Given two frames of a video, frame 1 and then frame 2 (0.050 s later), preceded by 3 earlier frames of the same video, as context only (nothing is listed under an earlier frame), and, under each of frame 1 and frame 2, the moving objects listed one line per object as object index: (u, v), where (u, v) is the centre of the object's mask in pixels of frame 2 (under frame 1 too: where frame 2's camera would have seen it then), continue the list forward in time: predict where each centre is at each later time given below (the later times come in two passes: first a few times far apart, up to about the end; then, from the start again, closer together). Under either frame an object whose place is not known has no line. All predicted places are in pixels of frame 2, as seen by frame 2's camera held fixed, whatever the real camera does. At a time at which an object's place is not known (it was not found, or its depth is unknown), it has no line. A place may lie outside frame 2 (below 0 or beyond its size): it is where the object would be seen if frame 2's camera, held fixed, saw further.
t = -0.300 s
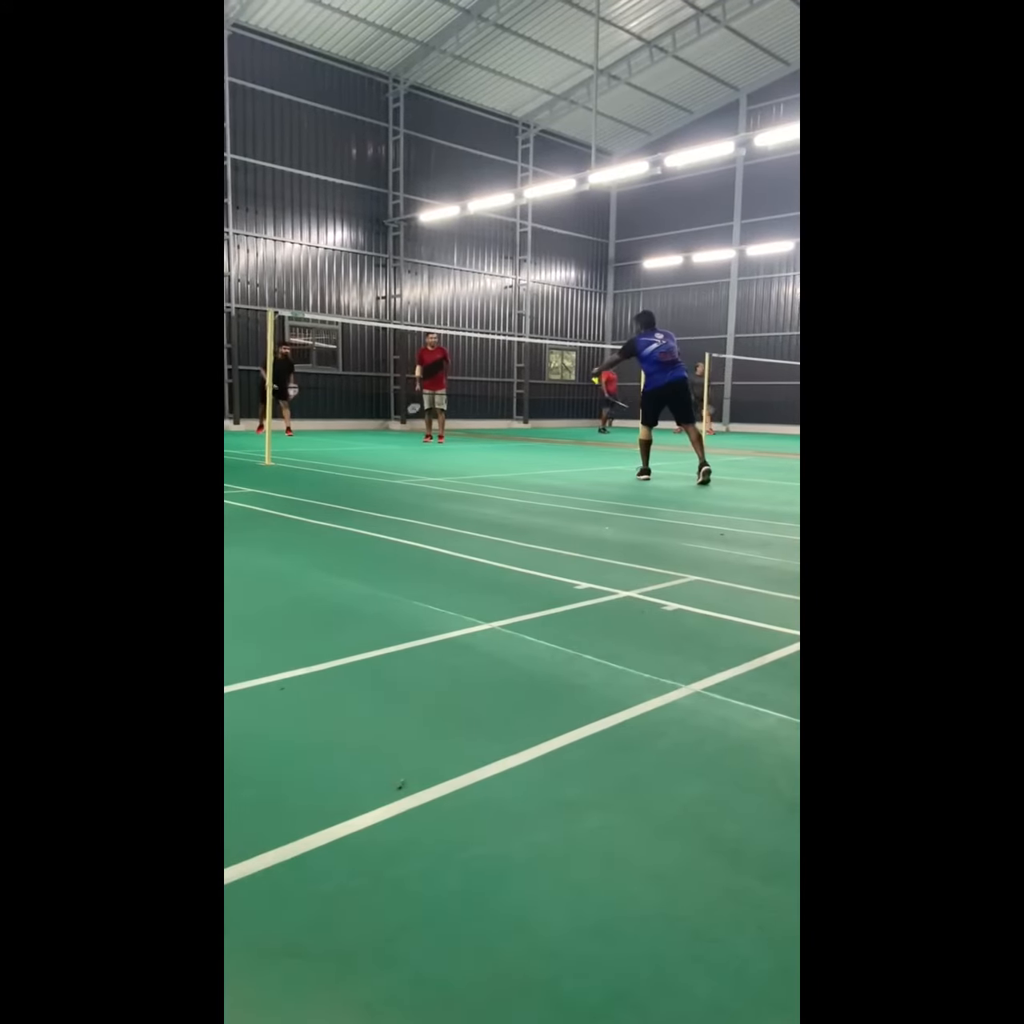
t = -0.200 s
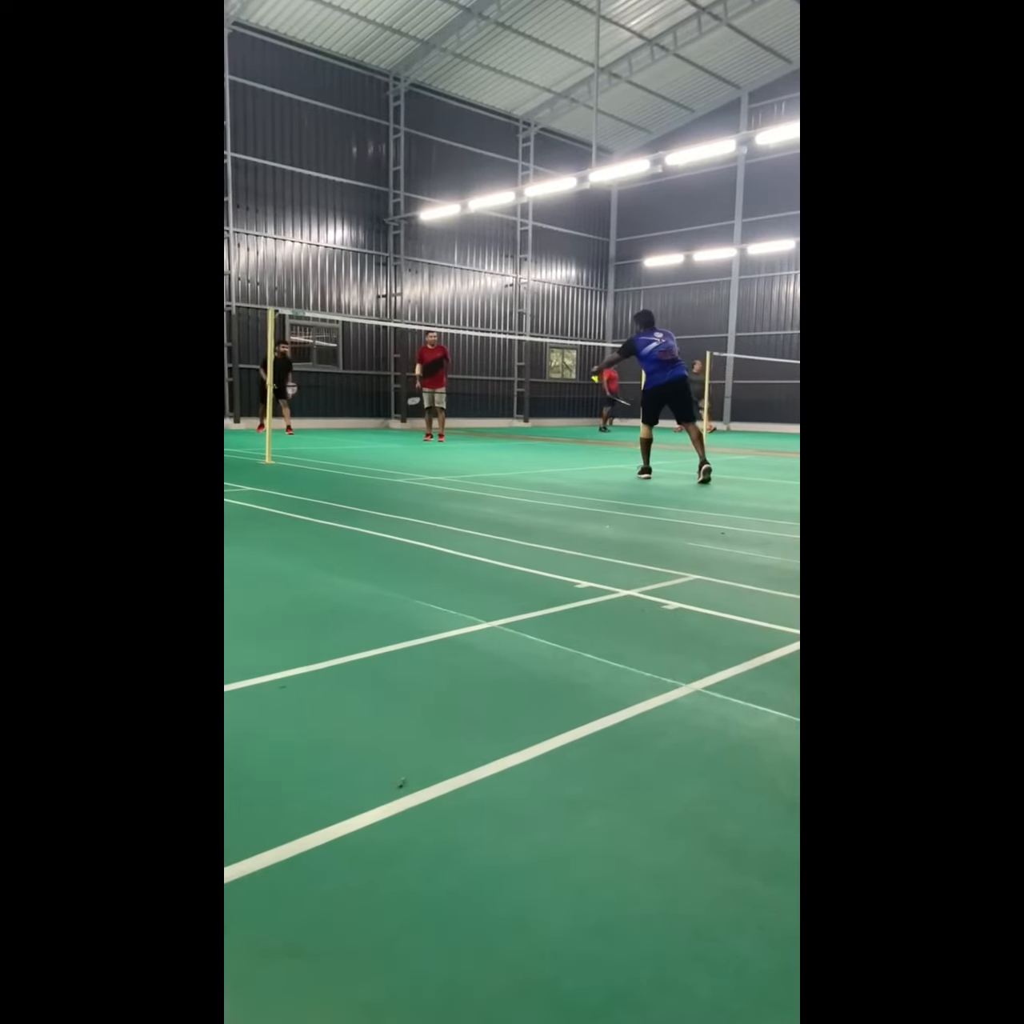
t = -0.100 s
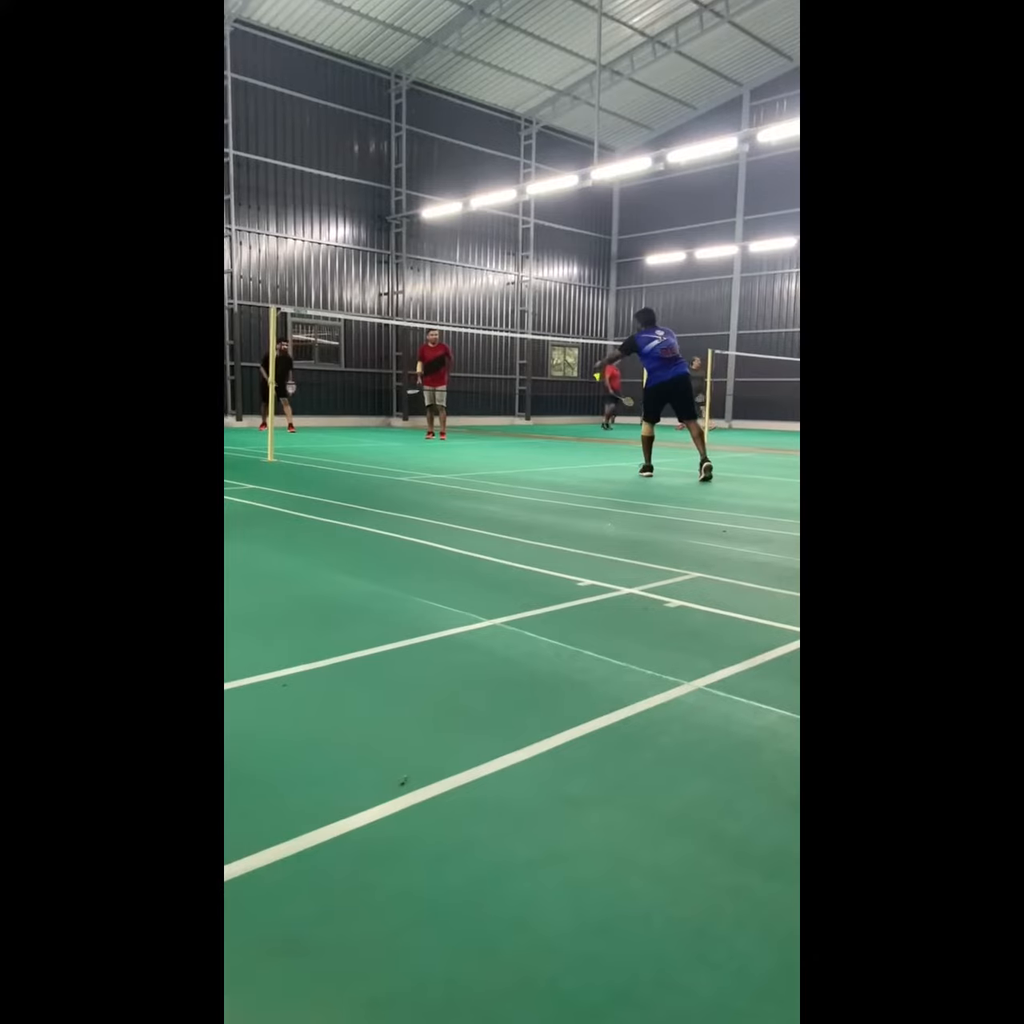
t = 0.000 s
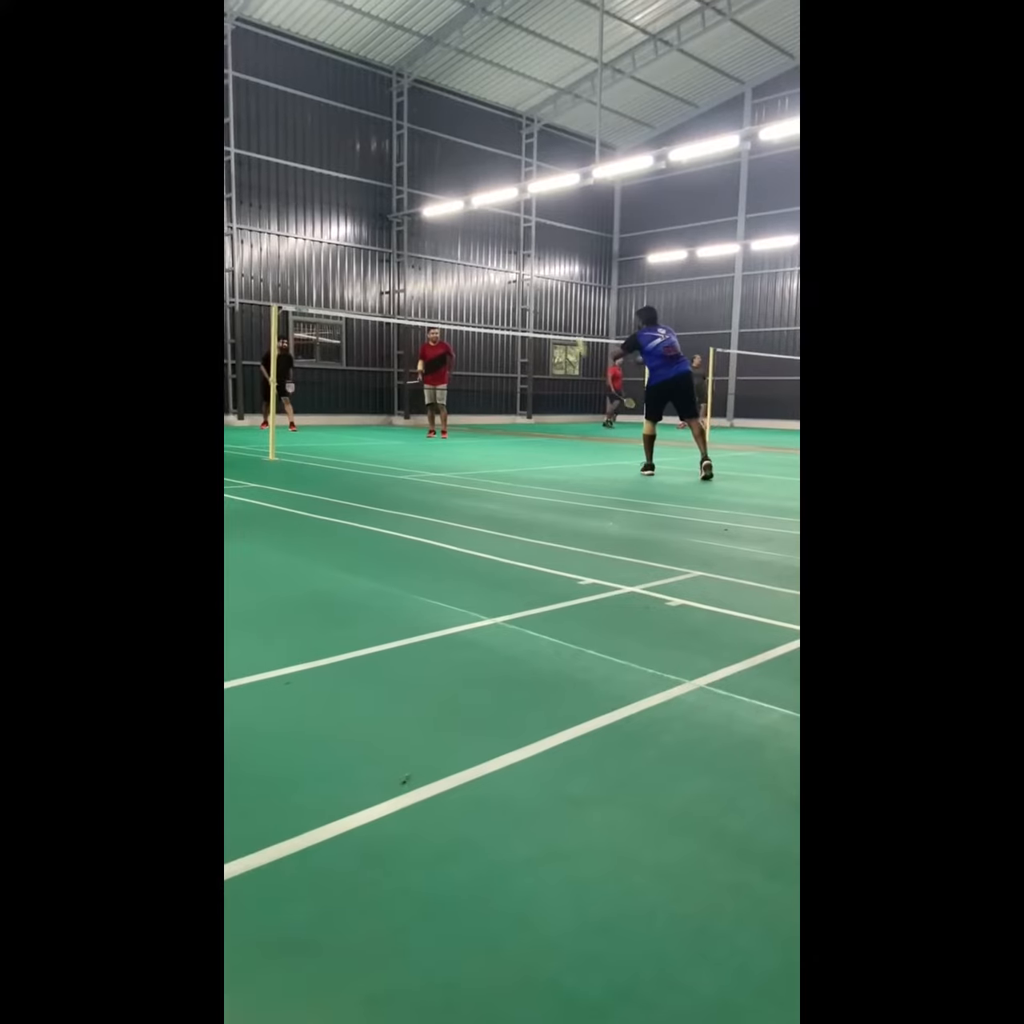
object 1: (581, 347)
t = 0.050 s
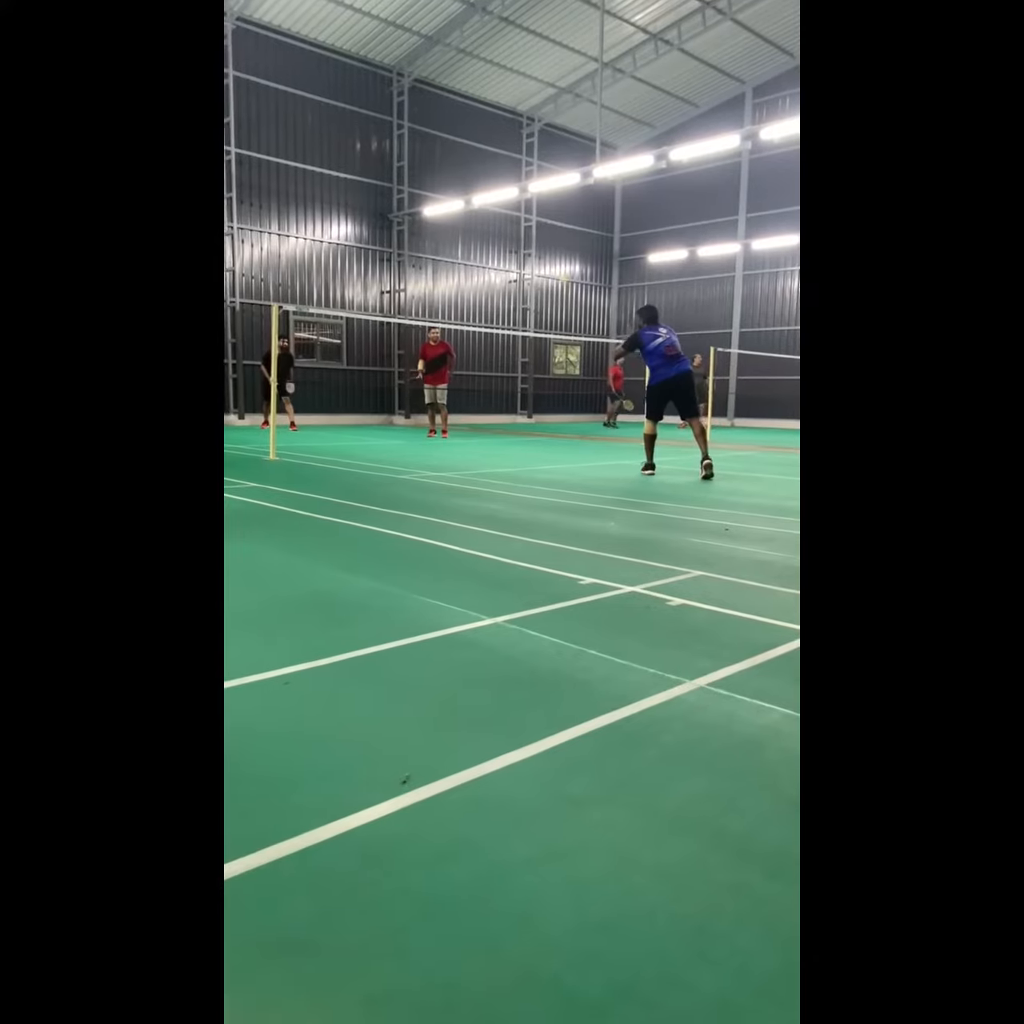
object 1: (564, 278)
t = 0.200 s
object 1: (503, 162)
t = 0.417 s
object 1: (455, 90)
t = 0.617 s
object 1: (427, 75)
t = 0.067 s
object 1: (552, 258)
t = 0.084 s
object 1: (544, 243)
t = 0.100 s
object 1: (536, 231)
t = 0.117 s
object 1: (529, 217)
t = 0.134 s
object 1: (524, 204)
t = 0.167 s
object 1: (513, 180)
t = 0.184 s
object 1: (508, 171)
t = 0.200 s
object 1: (503, 162)
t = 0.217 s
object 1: (499, 154)
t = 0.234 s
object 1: (495, 146)
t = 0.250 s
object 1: (490, 139)
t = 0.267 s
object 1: (486, 132)
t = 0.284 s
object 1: (483, 125)
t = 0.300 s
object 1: (479, 120)
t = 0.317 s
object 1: (475, 115)
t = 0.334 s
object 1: (472, 110)
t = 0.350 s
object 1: (469, 105)
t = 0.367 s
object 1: (465, 101)
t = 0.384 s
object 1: (461, 97)
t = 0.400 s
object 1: (458, 93)
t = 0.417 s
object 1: (455, 90)
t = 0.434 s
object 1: (451, 86)
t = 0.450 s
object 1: (450, 83)
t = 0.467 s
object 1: (448, 82)
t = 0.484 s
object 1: (445, 80)
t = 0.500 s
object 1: (442, 79)
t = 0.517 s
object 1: (440, 78)
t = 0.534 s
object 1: (438, 77)
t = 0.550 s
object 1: (435, 76)
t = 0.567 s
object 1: (433, 76)
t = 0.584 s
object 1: (431, 75)
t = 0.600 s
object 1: (429, 75)
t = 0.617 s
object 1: (427, 75)
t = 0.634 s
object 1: (426, 75)
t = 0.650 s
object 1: (423, 76)
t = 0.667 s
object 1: (421, 76)
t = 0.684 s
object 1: (419, 77)
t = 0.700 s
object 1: (417, 78)
